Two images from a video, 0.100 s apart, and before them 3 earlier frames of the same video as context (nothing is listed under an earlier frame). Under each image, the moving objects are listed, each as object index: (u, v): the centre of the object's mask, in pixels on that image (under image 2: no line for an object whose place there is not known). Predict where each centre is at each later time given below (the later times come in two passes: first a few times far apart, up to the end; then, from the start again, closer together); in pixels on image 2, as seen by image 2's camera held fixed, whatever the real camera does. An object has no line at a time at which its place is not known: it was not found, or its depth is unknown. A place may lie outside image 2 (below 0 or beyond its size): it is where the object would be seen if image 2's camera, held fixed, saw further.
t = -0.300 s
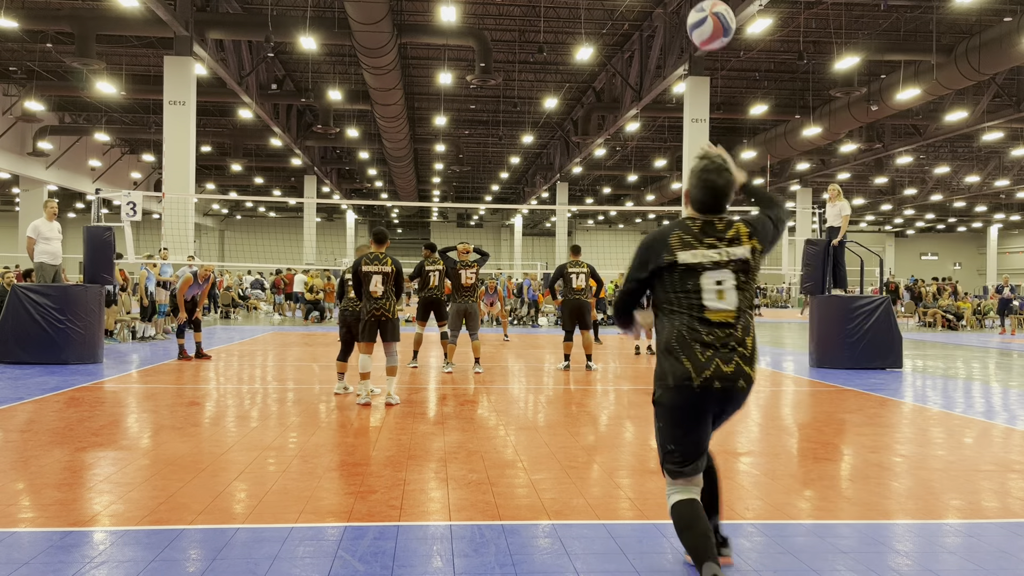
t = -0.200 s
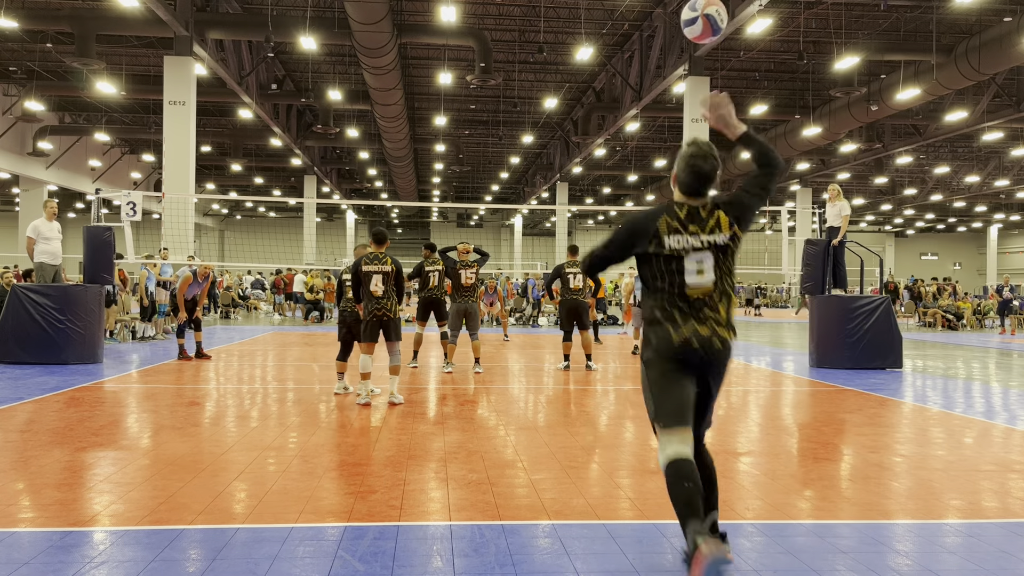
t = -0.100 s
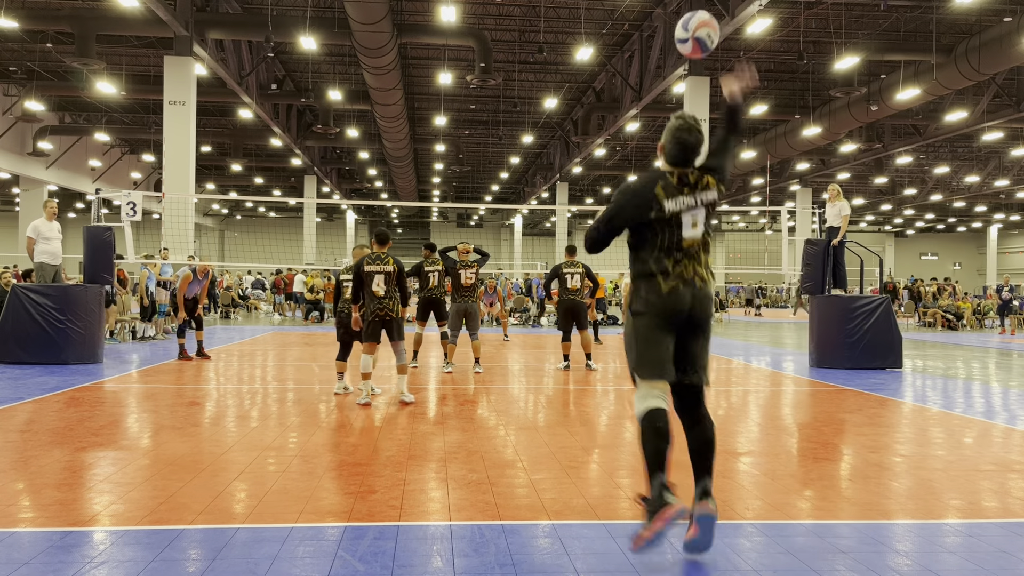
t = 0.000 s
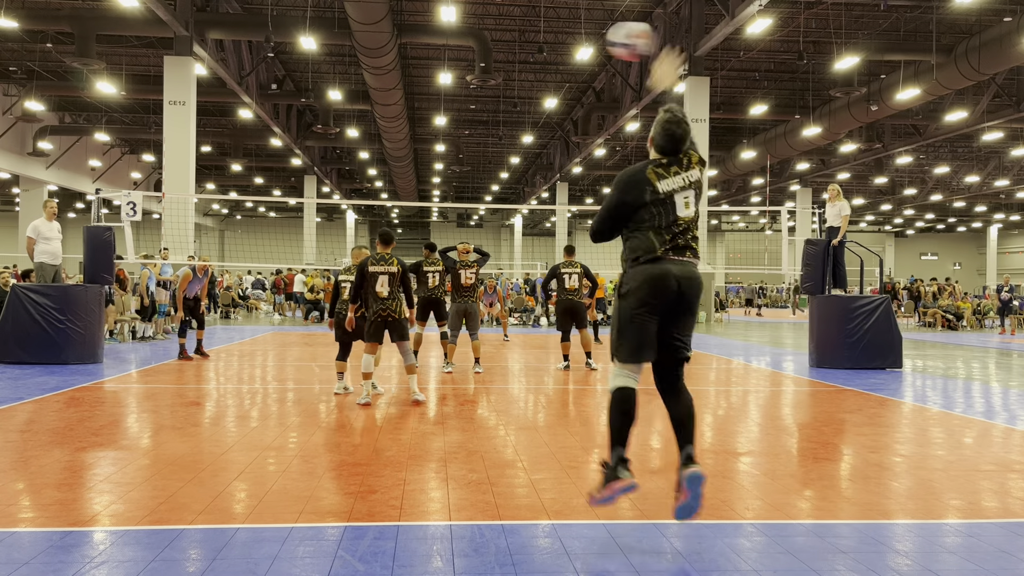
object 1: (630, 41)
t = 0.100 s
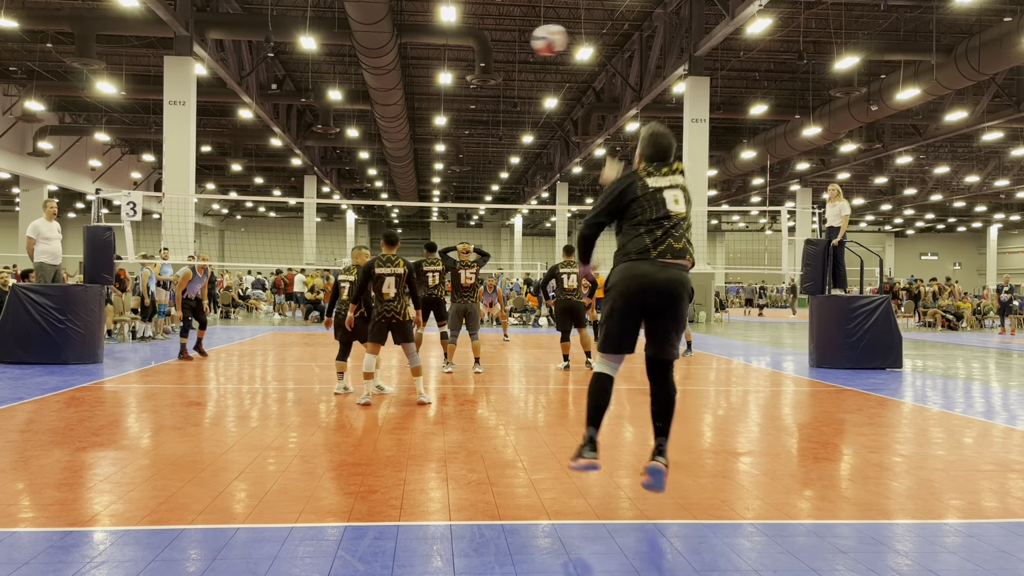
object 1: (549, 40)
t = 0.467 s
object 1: (415, 112)
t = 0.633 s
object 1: (379, 160)
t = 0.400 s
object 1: (431, 95)
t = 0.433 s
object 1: (422, 104)
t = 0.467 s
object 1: (415, 112)
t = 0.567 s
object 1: (392, 141)
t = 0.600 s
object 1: (386, 150)
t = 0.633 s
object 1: (379, 160)
